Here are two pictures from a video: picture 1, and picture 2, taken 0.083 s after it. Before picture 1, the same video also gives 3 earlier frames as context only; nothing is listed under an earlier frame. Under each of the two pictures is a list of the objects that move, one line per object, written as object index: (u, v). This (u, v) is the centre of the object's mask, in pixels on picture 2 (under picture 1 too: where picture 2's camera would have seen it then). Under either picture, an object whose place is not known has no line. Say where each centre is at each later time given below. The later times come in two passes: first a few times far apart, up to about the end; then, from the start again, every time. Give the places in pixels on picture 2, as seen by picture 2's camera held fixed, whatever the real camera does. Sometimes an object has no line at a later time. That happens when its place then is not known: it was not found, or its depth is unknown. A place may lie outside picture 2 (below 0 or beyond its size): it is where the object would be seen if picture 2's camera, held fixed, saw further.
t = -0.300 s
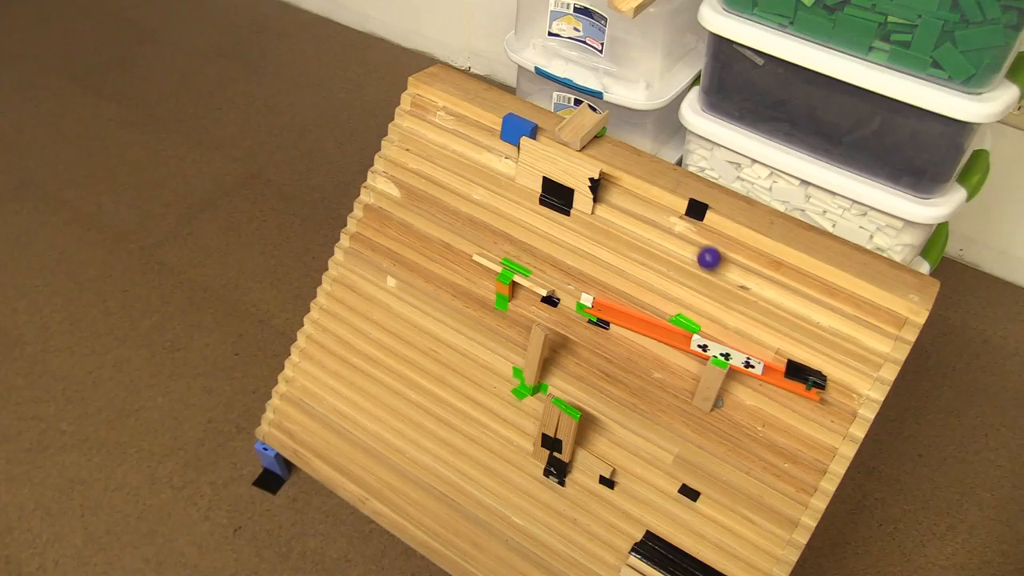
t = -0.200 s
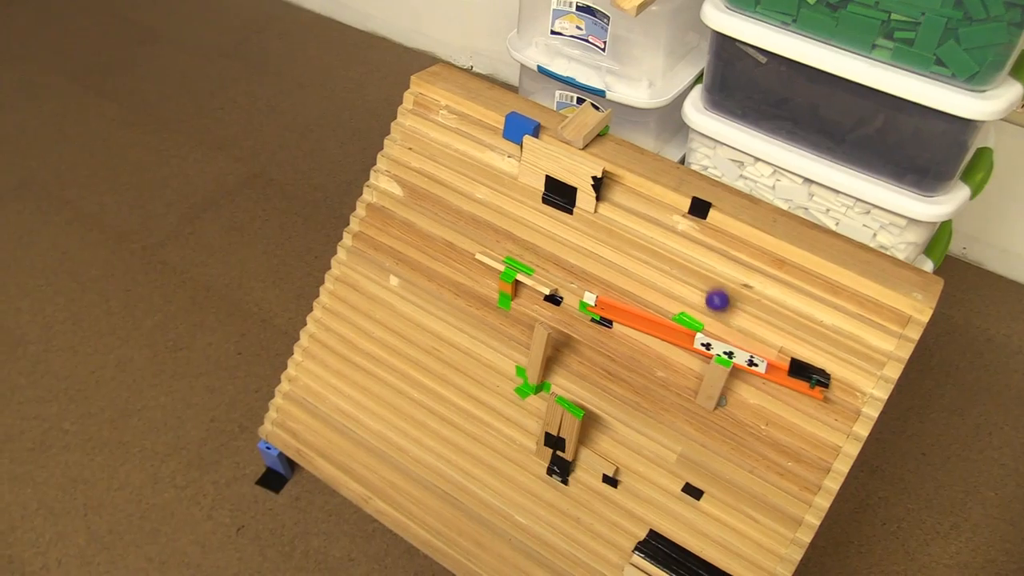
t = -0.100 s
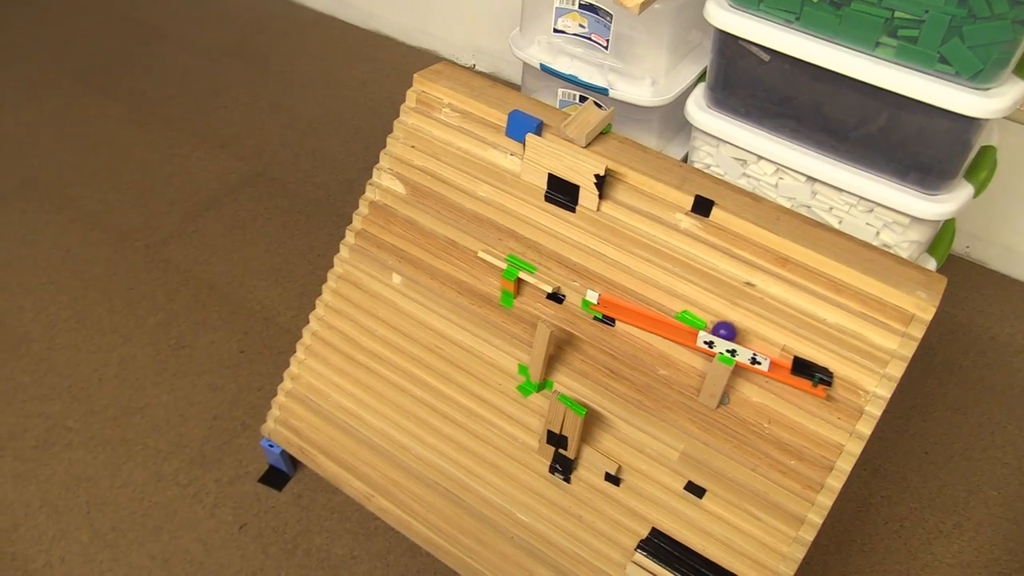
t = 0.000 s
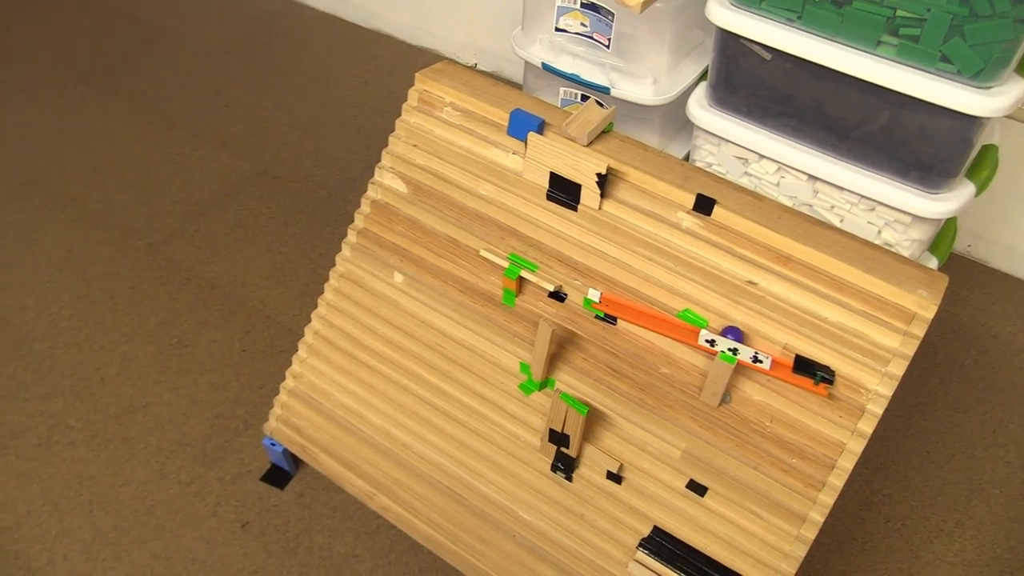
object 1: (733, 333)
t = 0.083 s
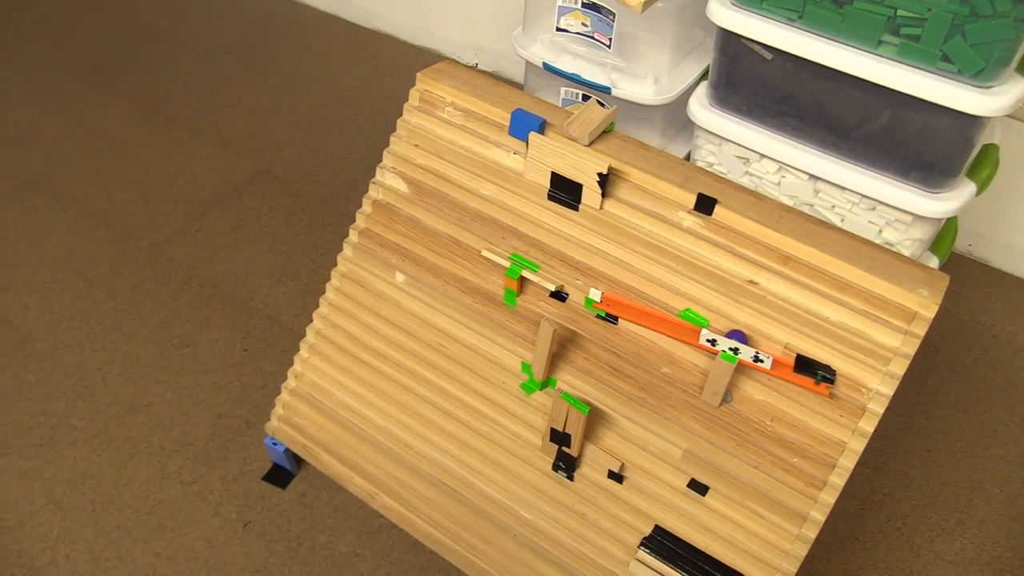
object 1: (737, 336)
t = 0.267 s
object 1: (740, 332)
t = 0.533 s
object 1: (719, 327)
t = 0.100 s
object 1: (738, 336)
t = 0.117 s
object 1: (739, 336)
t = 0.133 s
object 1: (740, 336)
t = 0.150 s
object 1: (741, 335)
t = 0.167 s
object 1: (742, 334)
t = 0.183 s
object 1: (742, 333)
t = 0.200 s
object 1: (741, 333)
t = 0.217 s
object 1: (741, 333)
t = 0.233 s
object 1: (741, 333)
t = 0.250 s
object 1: (741, 332)
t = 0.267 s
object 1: (740, 332)
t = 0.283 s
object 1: (739, 332)
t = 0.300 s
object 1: (739, 332)
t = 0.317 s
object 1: (737, 332)
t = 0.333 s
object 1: (736, 332)
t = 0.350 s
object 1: (735, 333)
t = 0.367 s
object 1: (734, 333)
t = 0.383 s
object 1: (732, 333)
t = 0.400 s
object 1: (731, 332)
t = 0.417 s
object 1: (730, 332)
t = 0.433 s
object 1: (728, 331)
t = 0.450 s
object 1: (727, 330)
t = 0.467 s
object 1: (725, 329)
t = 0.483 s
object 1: (724, 329)
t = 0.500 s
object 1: (723, 328)
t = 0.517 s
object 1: (721, 328)
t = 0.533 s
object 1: (719, 327)
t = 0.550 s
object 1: (717, 326)
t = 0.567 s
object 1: (715, 326)
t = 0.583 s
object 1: (714, 325)
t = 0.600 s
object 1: (709, 324)
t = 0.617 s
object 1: (707, 324)
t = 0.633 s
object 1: (705, 324)
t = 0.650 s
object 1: (702, 324)
